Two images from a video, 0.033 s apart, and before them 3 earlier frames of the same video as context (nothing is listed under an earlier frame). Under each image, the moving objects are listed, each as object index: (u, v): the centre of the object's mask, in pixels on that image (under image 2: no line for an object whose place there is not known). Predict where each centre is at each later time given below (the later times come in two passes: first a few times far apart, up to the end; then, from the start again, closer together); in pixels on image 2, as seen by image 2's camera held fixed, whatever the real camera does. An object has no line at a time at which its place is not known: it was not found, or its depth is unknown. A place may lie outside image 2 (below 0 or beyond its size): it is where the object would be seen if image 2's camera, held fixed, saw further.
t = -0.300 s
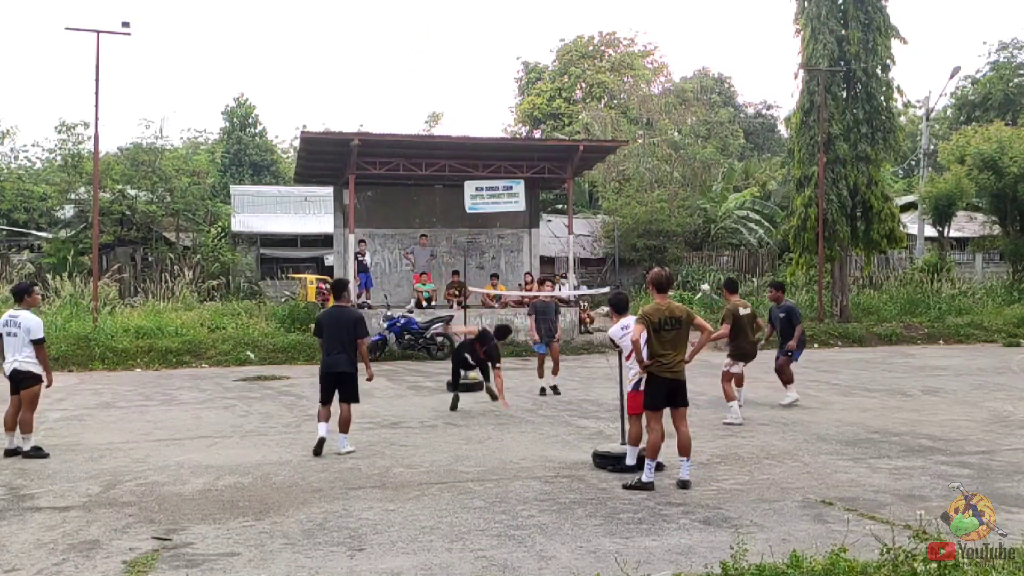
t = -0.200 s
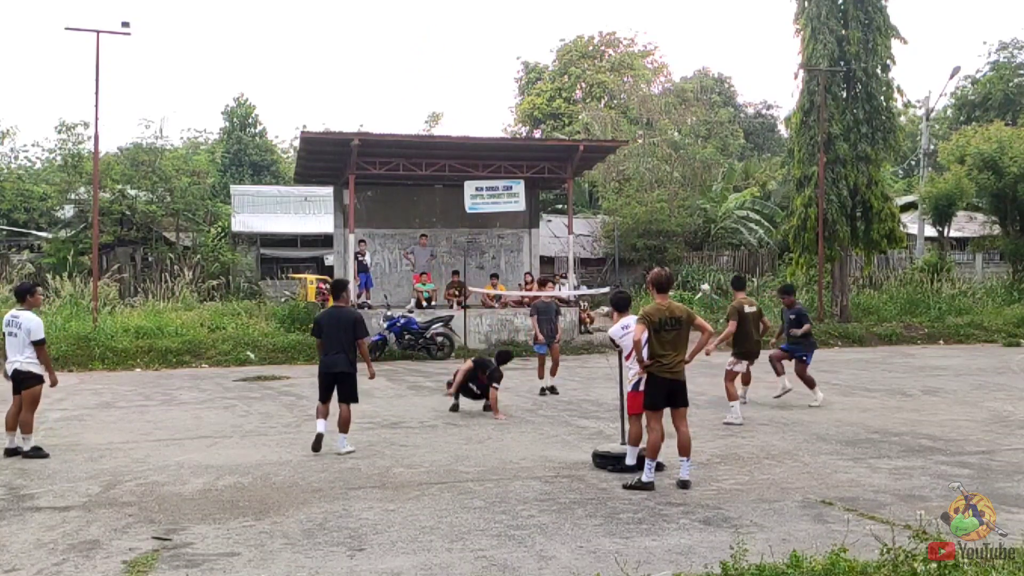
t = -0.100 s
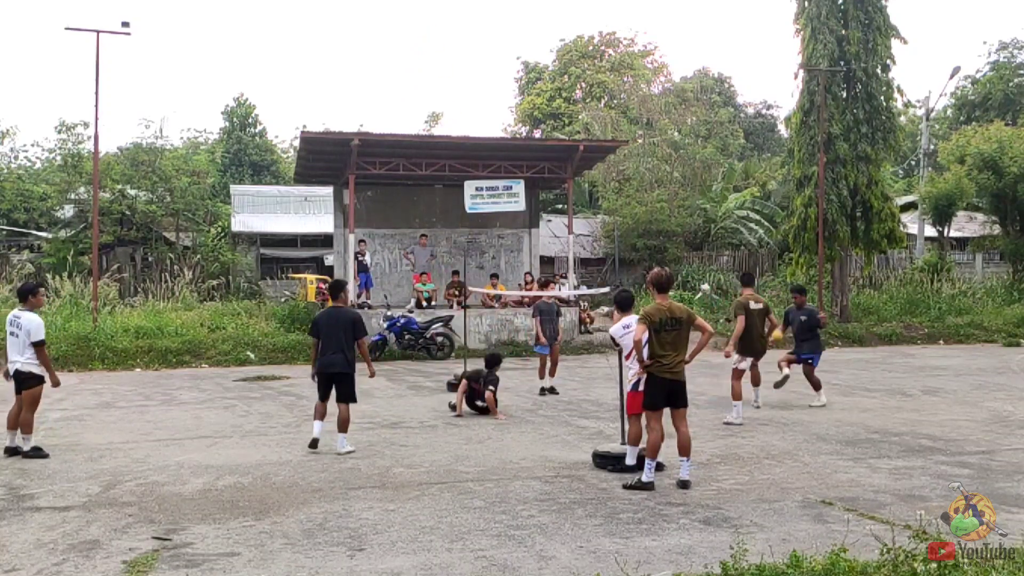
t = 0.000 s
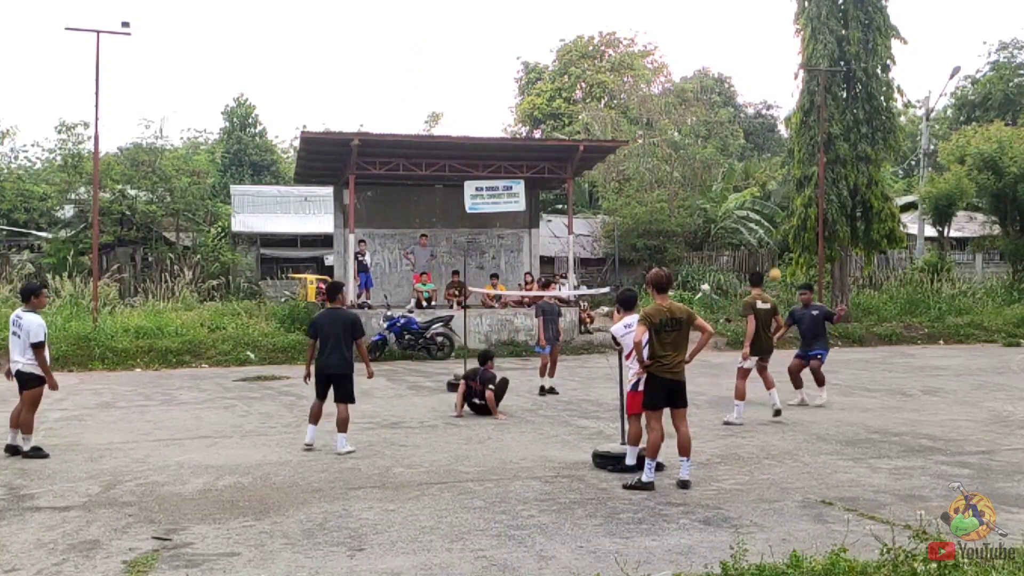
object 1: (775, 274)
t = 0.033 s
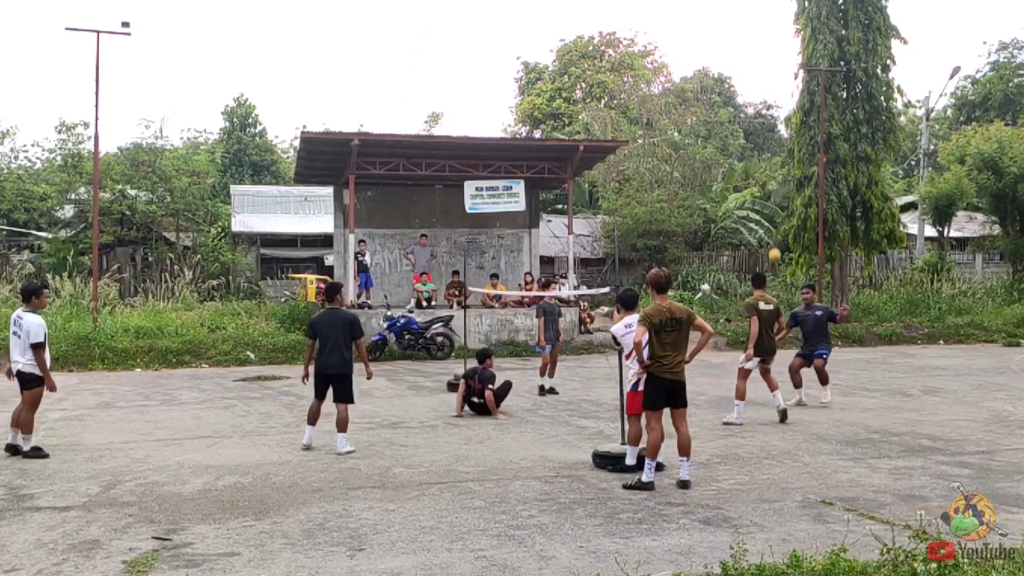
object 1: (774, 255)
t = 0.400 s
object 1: (773, 83)
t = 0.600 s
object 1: (776, 28)
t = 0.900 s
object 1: (781, 24)
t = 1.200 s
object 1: (791, 152)
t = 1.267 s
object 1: (793, 206)
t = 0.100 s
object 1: (774, 218)
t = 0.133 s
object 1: (774, 200)
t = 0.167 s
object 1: (773, 184)
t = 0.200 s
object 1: (773, 167)
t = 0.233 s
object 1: (773, 151)
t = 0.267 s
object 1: (773, 135)
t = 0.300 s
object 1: (772, 123)
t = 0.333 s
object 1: (773, 108)
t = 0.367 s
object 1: (773, 95)
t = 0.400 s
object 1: (773, 83)
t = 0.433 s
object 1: (774, 72)
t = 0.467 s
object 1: (774, 61)
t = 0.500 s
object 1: (774, 52)
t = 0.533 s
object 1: (775, 43)
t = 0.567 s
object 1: (775, 35)
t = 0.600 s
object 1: (776, 28)
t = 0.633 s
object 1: (776, 23)
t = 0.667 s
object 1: (776, 19)
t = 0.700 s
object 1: (777, 15)
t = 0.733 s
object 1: (777, 13)
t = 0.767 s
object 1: (778, 13)
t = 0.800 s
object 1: (779, 13)
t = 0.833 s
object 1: (779, 15)
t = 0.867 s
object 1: (780, 19)
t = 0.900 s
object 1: (781, 24)
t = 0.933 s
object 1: (782, 30)
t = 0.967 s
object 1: (783, 39)
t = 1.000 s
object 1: (784, 49)
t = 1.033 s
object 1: (785, 61)
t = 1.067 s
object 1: (786, 76)
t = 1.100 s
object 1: (787, 92)
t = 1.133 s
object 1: (788, 111)
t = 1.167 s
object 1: (790, 129)
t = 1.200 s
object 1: (791, 152)
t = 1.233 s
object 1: (792, 178)
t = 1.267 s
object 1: (793, 206)
